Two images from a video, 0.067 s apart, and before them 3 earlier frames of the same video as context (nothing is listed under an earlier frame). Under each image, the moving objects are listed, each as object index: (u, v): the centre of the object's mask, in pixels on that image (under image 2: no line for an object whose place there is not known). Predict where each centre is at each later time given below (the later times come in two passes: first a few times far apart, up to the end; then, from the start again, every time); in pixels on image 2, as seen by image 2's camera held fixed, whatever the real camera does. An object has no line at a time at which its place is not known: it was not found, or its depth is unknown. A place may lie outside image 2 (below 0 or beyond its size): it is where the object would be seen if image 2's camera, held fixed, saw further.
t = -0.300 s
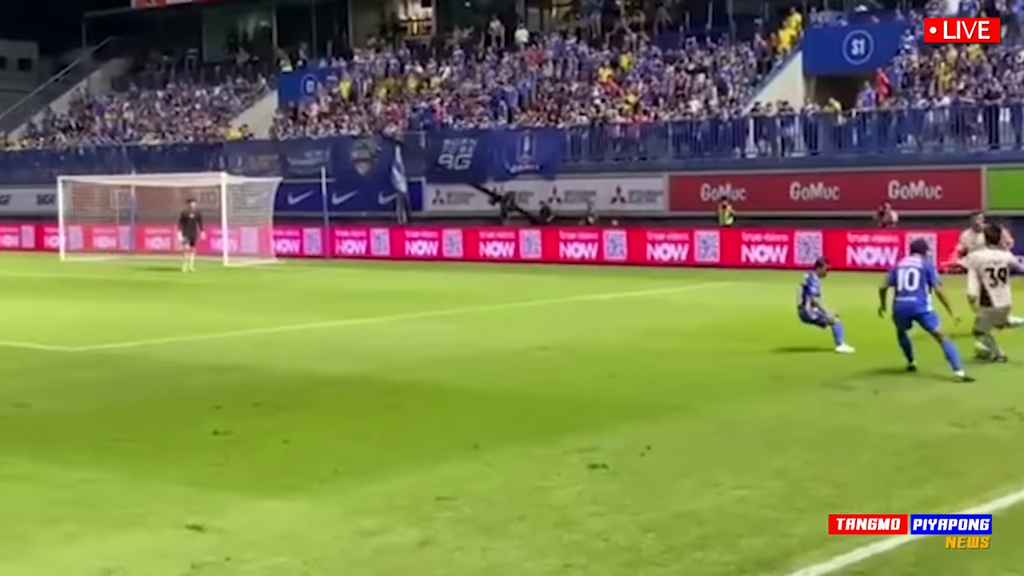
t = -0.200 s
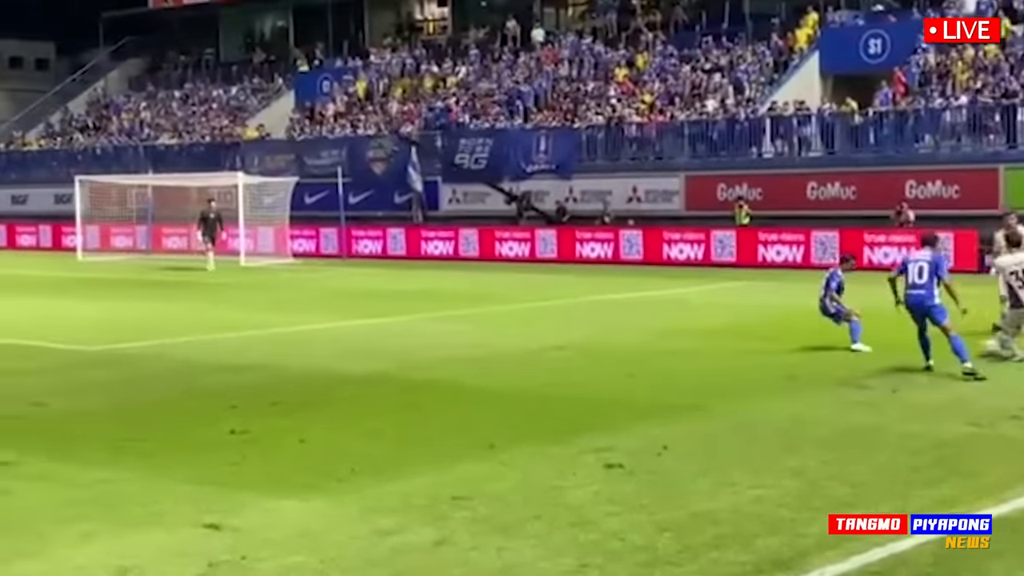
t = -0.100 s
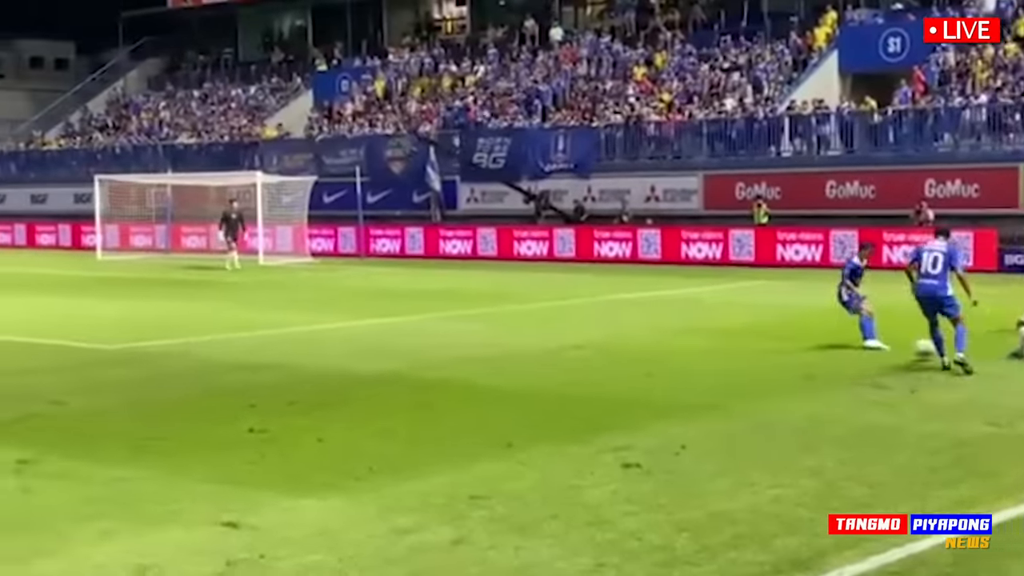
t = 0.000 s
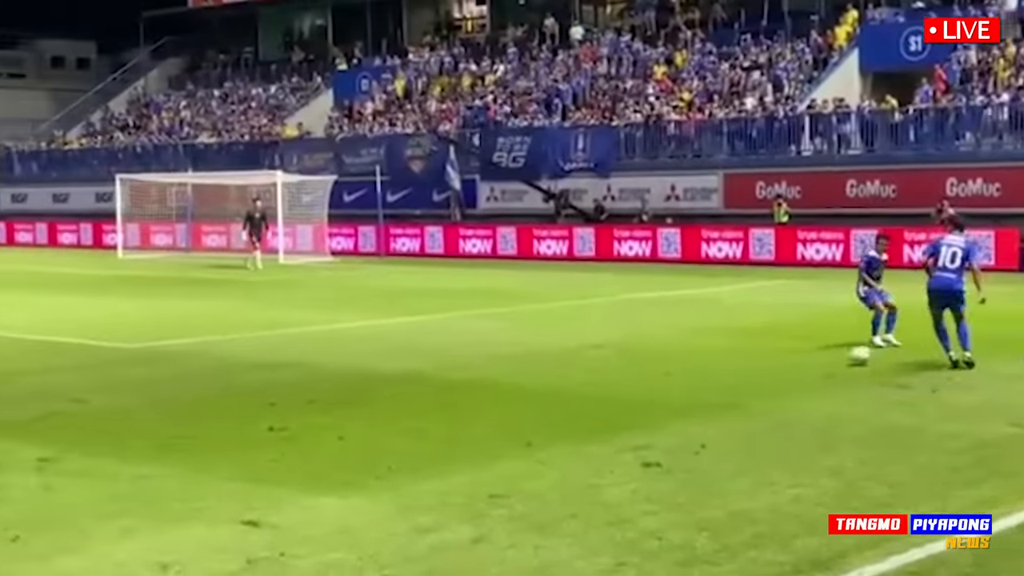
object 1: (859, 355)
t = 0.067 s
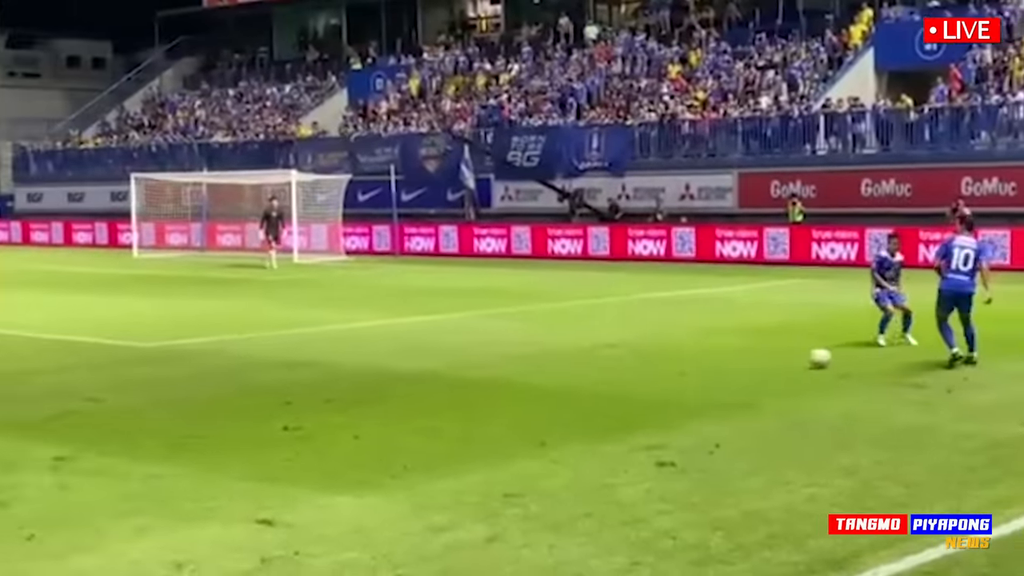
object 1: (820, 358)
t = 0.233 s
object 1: (686, 365)
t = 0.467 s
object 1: (514, 377)
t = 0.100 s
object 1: (792, 359)
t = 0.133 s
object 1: (766, 361)
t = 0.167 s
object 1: (738, 363)
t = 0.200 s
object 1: (712, 364)
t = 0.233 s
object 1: (686, 365)
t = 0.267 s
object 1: (661, 367)
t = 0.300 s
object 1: (635, 368)
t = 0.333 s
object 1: (609, 371)
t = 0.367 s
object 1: (585, 372)
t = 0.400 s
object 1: (561, 373)
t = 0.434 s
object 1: (537, 375)
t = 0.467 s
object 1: (514, 377)
